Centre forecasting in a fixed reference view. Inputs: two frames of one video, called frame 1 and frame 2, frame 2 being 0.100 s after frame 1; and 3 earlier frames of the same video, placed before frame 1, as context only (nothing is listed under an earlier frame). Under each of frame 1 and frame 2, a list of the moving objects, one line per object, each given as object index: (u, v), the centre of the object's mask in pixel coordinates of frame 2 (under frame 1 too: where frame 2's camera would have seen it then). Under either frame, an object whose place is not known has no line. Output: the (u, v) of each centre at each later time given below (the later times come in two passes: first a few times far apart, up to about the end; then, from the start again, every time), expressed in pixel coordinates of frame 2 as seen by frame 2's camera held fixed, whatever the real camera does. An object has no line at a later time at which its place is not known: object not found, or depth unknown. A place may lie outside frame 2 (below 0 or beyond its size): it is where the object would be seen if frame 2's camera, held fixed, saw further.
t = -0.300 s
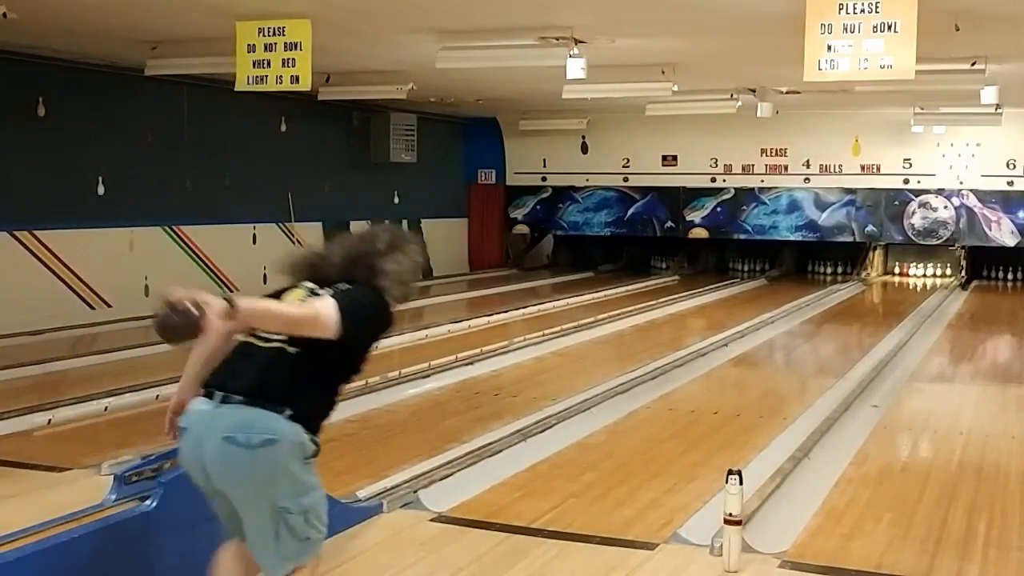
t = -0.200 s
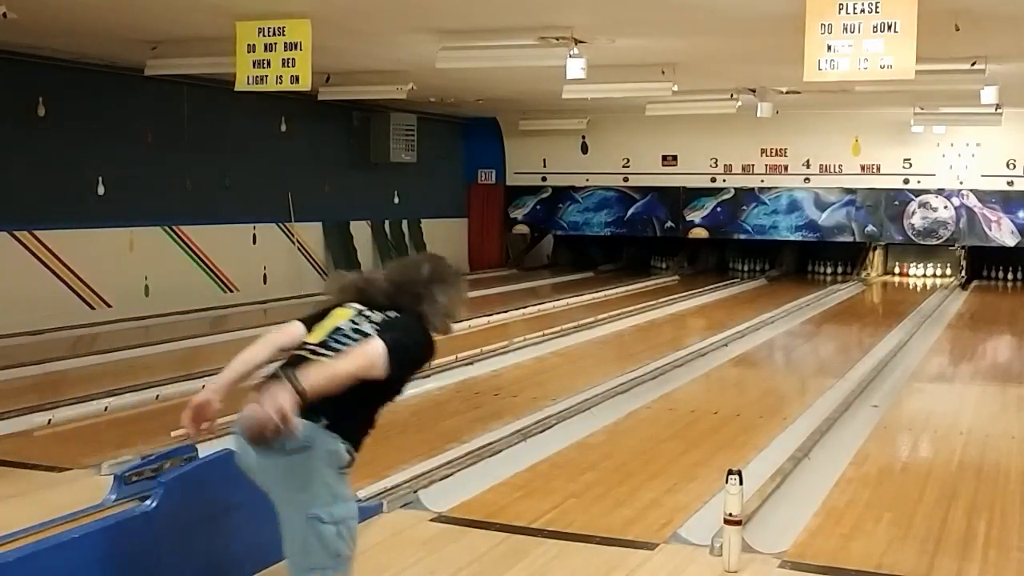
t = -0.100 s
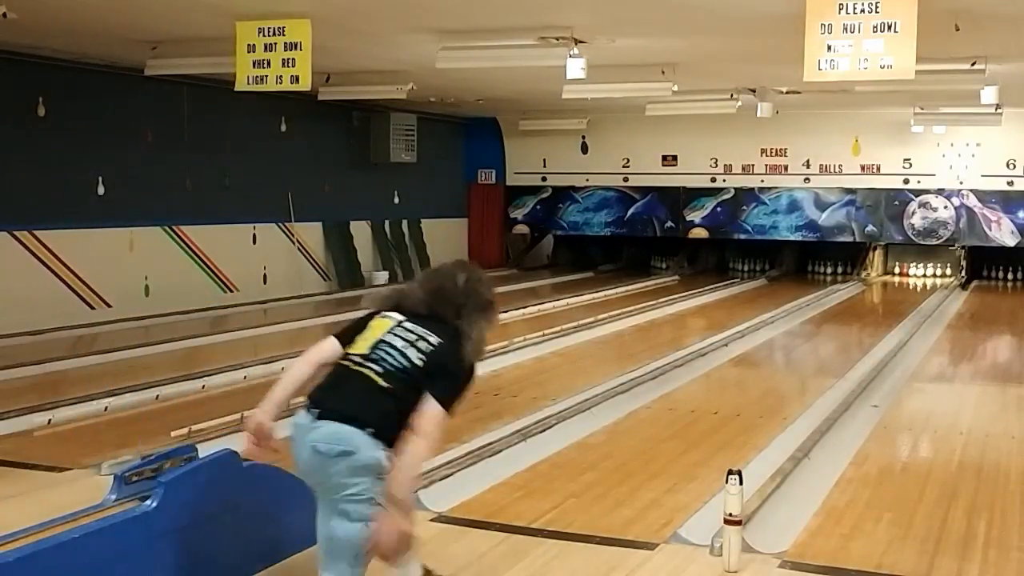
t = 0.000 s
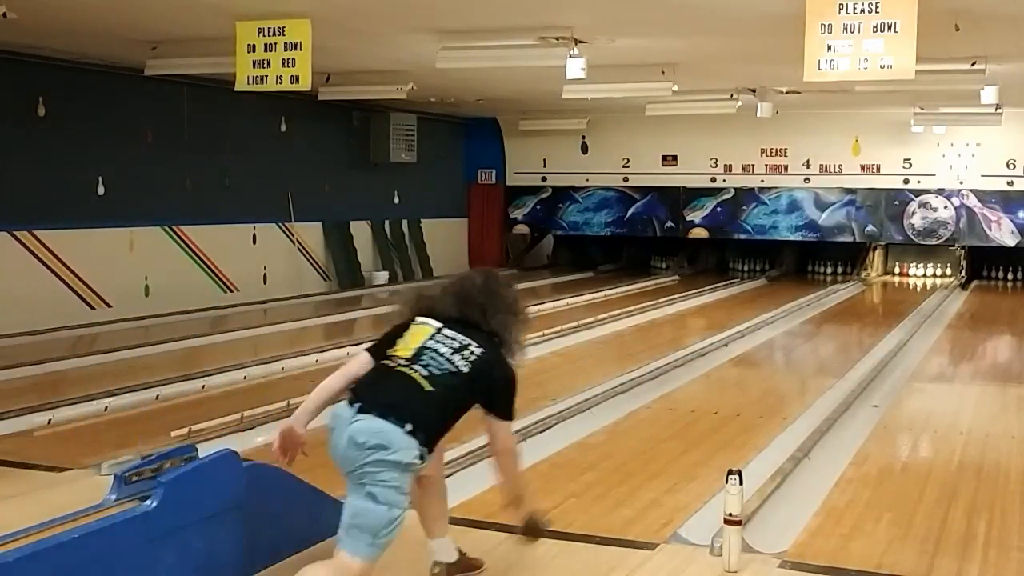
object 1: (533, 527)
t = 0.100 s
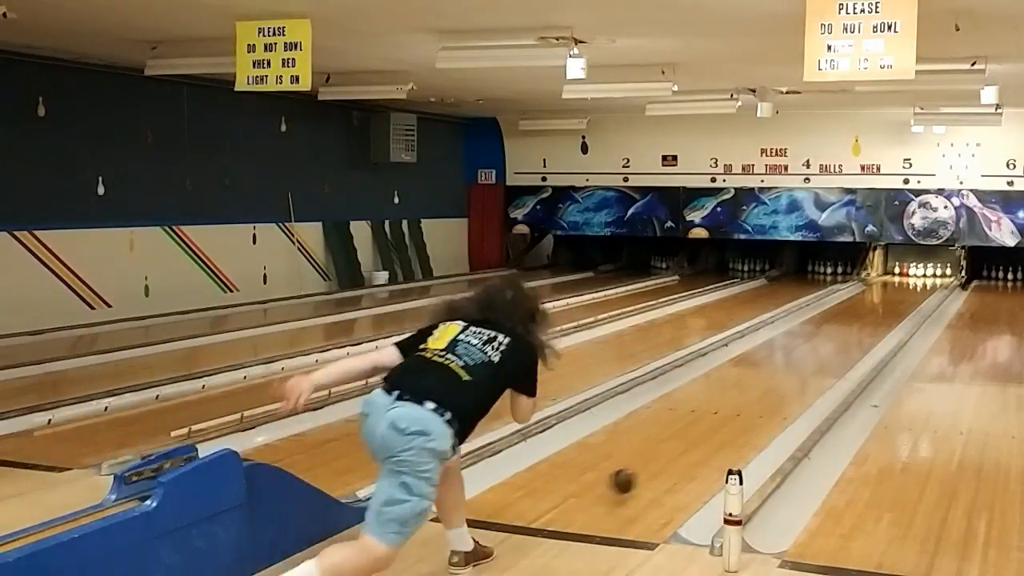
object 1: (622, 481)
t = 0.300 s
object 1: (728, 409)
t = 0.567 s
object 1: (801, 354)
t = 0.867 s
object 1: (847, 321)
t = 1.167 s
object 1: (874, 299)
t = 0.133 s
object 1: (645, 470)
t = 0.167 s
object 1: (665, 453)
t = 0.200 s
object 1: (684, 440)
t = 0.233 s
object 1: (700, 430)
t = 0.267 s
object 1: (715, 419)
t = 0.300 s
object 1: (728, 409)
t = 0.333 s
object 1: (740, 401)
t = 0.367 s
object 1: (751, 391)
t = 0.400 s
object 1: (761, 384)
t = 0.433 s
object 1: (770, 377)
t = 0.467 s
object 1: (780, 371)
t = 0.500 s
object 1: (787, 365)
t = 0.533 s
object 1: (794, 360)
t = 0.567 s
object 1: (801, 354)
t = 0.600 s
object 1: (808, 350)
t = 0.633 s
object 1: (814, 345)
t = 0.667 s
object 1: (819, 341)
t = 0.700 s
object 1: (825, 337)
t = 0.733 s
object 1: (830, 333)
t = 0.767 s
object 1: (834, 329)
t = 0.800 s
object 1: (839, 327)
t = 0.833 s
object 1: (843, 324)
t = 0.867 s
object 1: (847, 321)
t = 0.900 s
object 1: (850, 318)
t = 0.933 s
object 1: (854, 316)
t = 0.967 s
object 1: (857, 312)
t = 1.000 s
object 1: (860, 310)
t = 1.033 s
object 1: (863, 308)
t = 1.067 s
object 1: (866, 306)
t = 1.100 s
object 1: (869, 303)
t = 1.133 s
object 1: (871, 301)
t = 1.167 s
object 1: (874, 299)
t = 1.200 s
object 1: (876, 298)
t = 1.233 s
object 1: (877, 296)
